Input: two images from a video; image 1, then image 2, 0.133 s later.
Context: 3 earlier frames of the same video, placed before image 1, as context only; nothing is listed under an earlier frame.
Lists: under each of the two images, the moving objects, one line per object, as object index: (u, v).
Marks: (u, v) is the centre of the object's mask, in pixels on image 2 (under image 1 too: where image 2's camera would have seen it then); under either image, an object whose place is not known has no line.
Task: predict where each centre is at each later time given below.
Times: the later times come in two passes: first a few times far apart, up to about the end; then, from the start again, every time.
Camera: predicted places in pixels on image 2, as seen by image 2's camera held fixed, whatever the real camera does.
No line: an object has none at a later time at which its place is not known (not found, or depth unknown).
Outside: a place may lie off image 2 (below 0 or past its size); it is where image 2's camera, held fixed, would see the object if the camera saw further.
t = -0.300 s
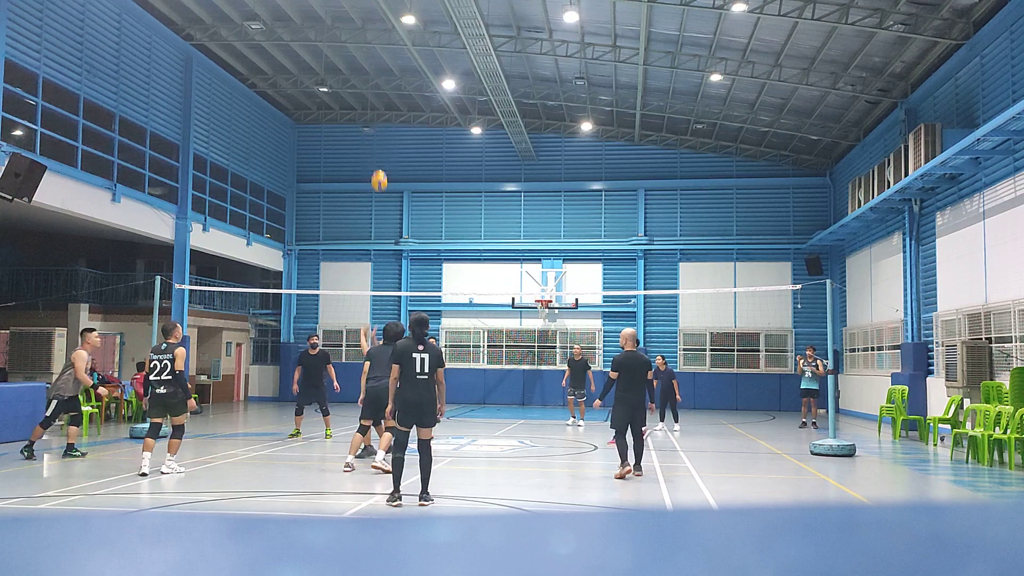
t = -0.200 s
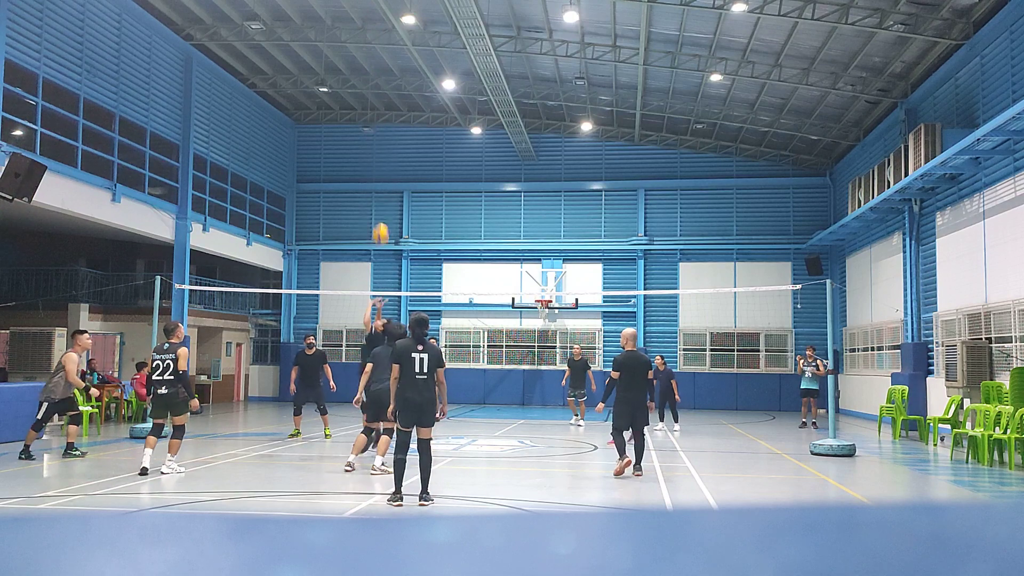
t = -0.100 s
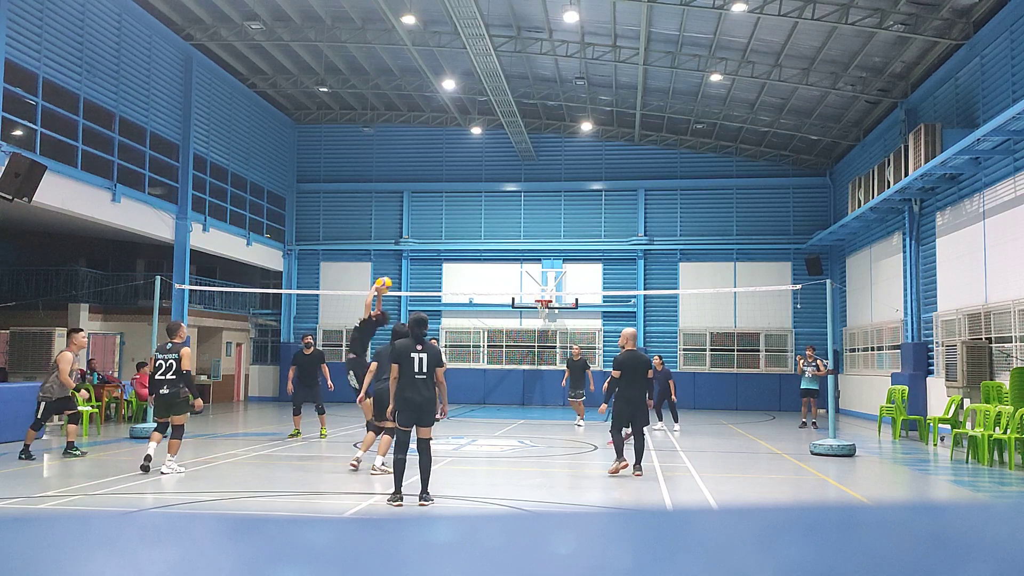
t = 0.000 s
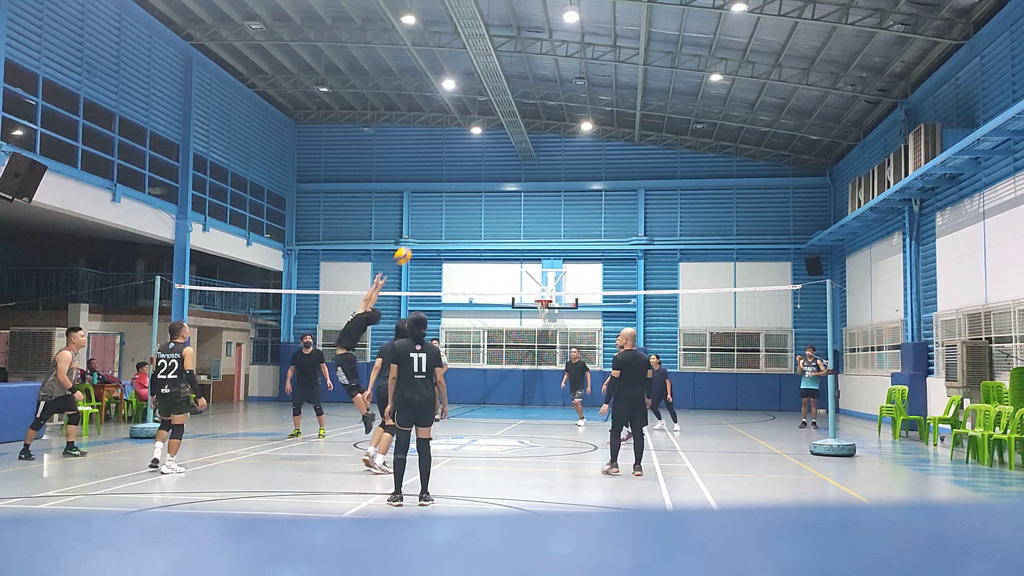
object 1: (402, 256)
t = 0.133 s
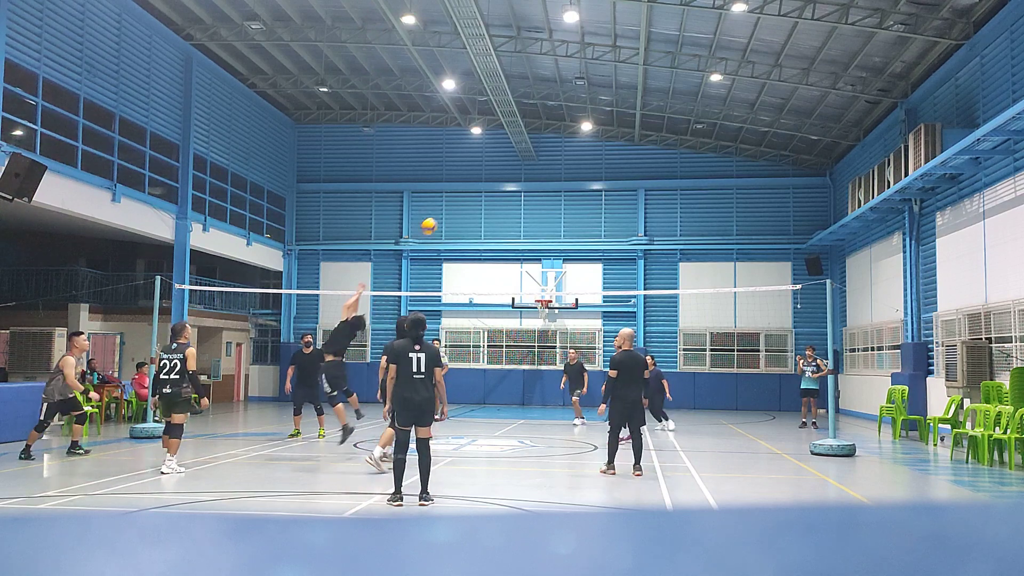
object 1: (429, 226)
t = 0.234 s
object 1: (447, 213)
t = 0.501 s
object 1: (491, 214)
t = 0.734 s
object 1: (526, 253)
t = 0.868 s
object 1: (544, 288)
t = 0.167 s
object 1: (435, 221)
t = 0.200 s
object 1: (441, 217)
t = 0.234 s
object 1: (447, 213)
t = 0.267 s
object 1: (452, 211)
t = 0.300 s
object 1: (458, 209)
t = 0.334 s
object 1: (464, 208)
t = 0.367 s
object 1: (469, 208)
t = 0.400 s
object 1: (475, 208)
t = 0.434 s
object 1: (481, 209)
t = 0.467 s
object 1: (486, 211)
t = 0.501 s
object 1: (491, 214)
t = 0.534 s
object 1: (496, 217)
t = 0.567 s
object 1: (502, 222)
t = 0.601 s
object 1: (506, 226)
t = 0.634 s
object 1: (511, 231)
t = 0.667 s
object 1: (516, 237)
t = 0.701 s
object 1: (521, 245)
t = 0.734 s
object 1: (526, 253)
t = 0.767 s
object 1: (530, 259)
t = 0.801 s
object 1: (535, 268)
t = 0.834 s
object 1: (540, 279)
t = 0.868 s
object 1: (544, 288)
